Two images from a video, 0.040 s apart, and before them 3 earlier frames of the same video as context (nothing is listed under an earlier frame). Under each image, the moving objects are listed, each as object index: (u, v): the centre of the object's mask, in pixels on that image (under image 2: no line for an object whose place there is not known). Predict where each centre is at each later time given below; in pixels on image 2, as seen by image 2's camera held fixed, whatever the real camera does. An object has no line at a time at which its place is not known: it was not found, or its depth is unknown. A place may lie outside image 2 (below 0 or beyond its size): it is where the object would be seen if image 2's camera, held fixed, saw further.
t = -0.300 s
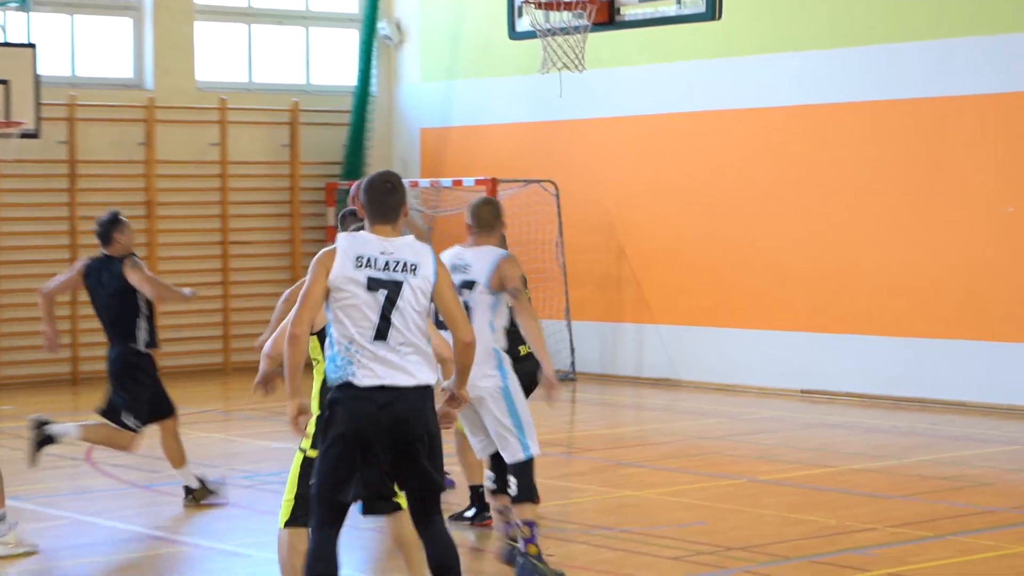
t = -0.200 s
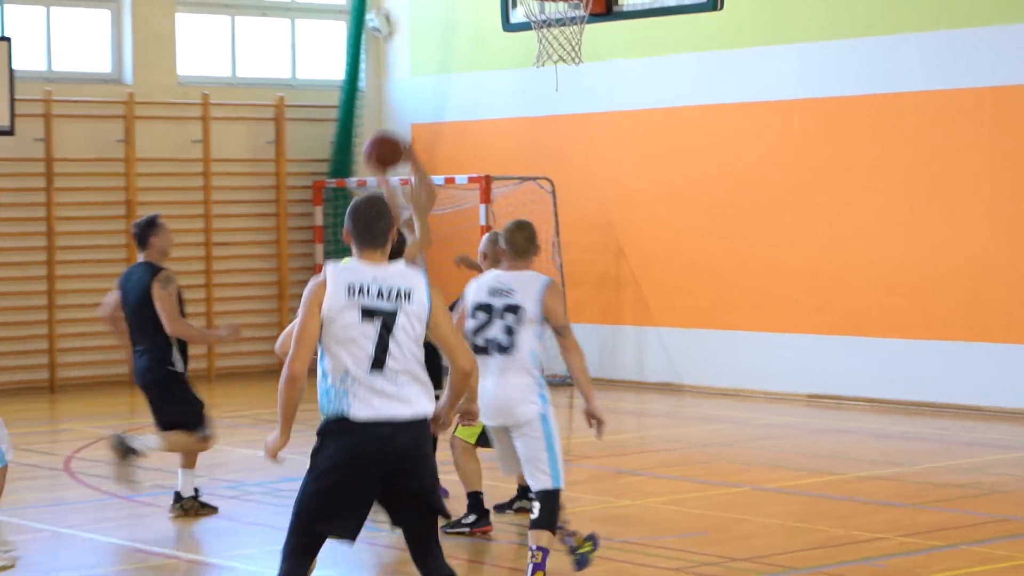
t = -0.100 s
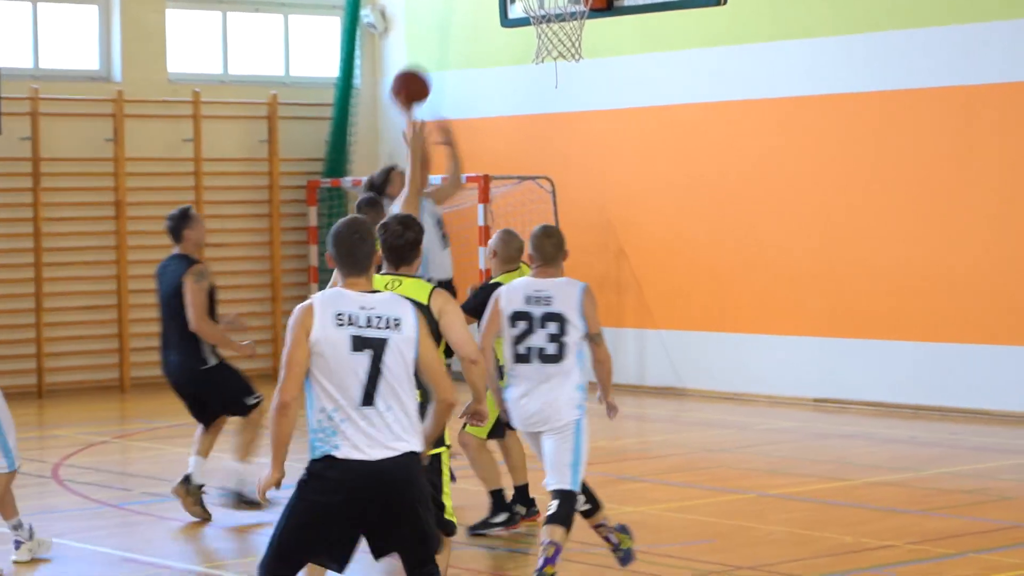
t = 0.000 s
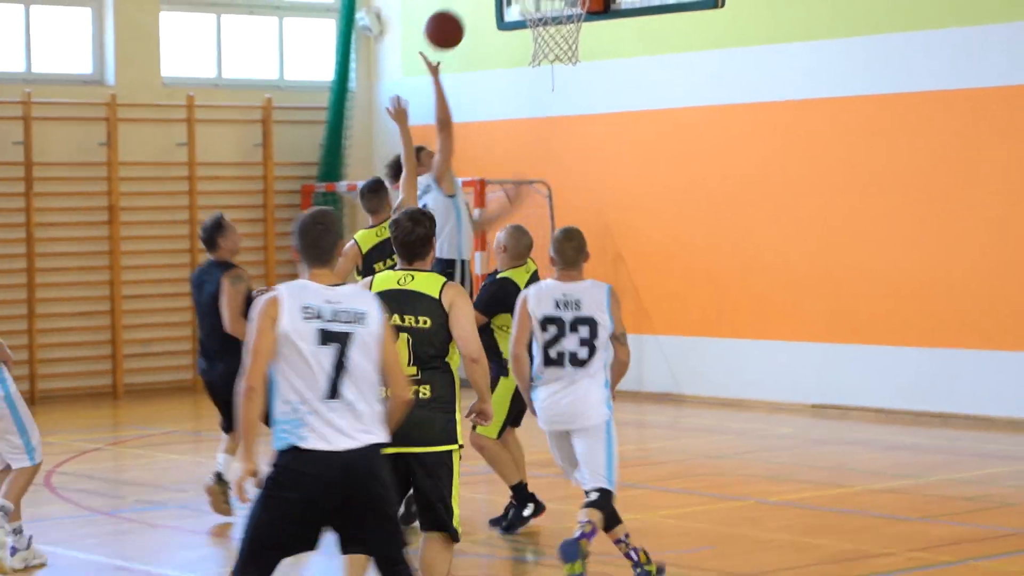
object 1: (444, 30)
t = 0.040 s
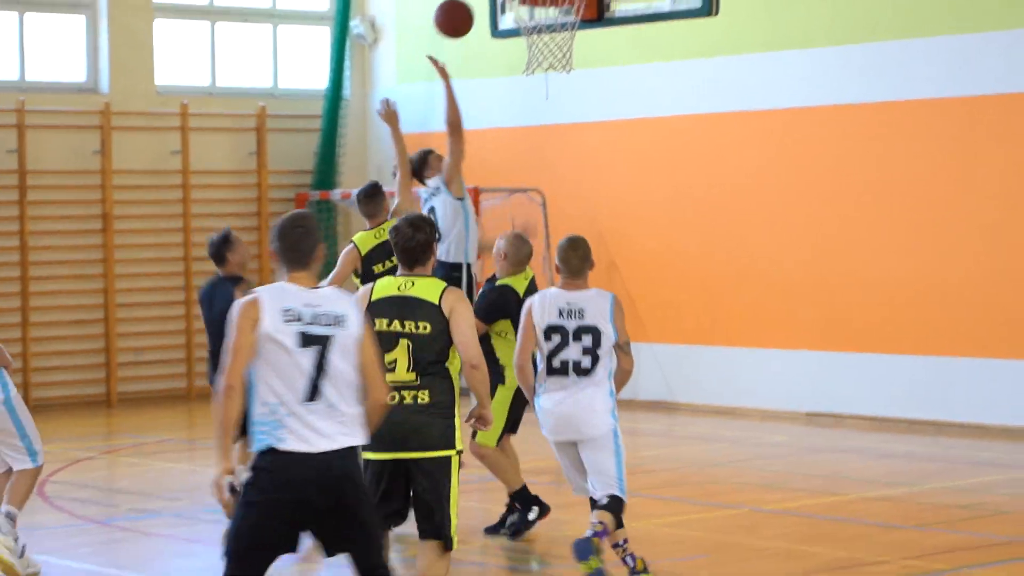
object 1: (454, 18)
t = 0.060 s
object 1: (462, 11)
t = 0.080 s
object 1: (469, 5)
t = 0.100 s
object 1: (479, -1)
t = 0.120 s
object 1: (487, -6)
